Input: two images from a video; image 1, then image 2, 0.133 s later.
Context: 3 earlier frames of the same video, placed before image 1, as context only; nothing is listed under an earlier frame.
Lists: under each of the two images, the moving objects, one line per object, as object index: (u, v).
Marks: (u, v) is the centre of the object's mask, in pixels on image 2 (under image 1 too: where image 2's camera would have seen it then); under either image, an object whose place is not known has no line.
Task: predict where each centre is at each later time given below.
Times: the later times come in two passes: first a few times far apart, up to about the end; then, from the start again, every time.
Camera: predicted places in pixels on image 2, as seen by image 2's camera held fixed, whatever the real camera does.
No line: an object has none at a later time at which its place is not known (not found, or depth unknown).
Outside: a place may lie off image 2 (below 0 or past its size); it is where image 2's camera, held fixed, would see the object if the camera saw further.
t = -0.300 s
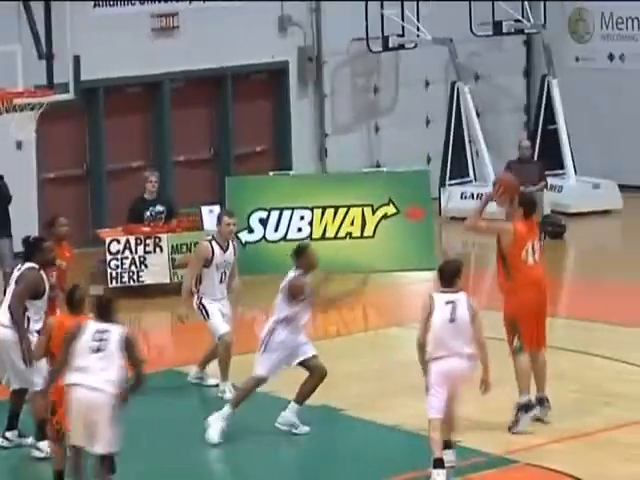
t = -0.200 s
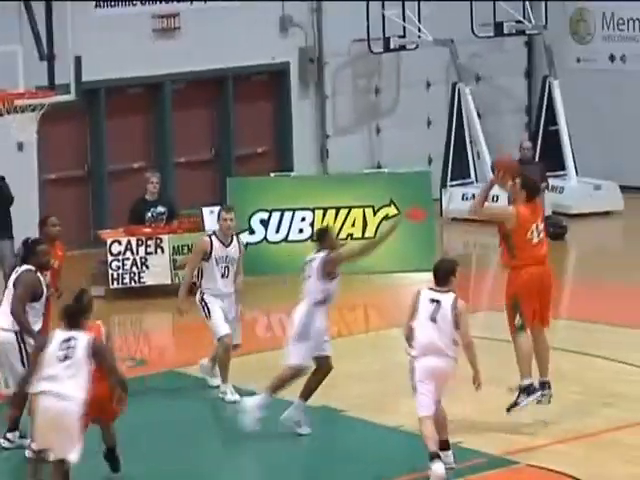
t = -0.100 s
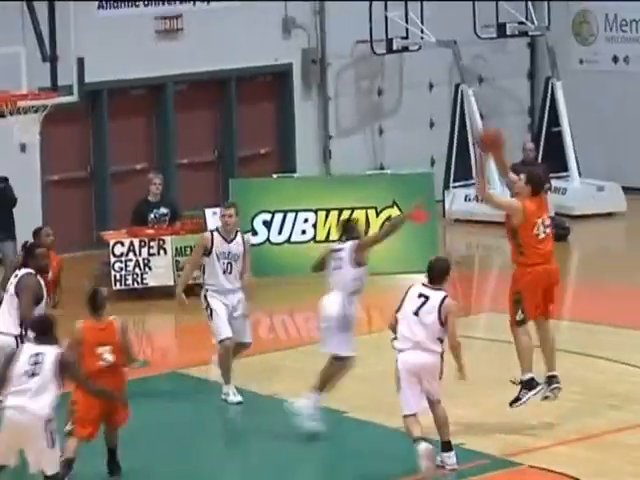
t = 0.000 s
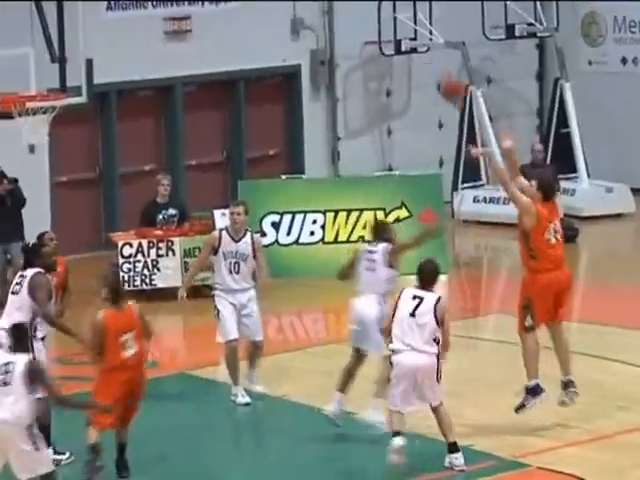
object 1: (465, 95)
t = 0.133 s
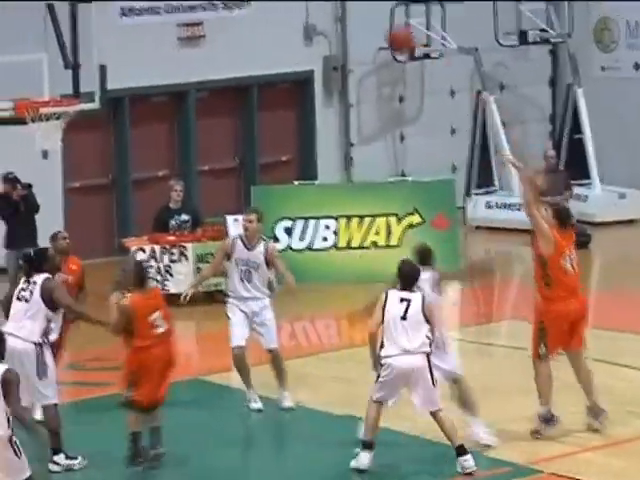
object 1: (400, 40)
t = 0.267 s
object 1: (336, 4)
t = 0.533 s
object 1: (211, -10)
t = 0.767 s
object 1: (102, 44)
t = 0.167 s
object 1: (383, 28)
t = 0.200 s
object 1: (368, 19)
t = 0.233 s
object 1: (352, 11)
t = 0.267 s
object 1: (336, 4)
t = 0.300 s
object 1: (319, -3)
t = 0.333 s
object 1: (304, -8)
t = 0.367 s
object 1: (288, -11)
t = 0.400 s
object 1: (272, -13)
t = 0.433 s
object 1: (256, -14)
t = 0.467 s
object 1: (240, -14)
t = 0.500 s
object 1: (226, -14)
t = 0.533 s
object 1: (211, -10)
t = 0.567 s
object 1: (195, -6)
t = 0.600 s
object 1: (179, -1)
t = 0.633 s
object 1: (163, 7)
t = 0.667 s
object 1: (149, 14)
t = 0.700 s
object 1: (131, 23)
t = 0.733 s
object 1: (117, 32)
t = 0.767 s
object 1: (102, 44)
